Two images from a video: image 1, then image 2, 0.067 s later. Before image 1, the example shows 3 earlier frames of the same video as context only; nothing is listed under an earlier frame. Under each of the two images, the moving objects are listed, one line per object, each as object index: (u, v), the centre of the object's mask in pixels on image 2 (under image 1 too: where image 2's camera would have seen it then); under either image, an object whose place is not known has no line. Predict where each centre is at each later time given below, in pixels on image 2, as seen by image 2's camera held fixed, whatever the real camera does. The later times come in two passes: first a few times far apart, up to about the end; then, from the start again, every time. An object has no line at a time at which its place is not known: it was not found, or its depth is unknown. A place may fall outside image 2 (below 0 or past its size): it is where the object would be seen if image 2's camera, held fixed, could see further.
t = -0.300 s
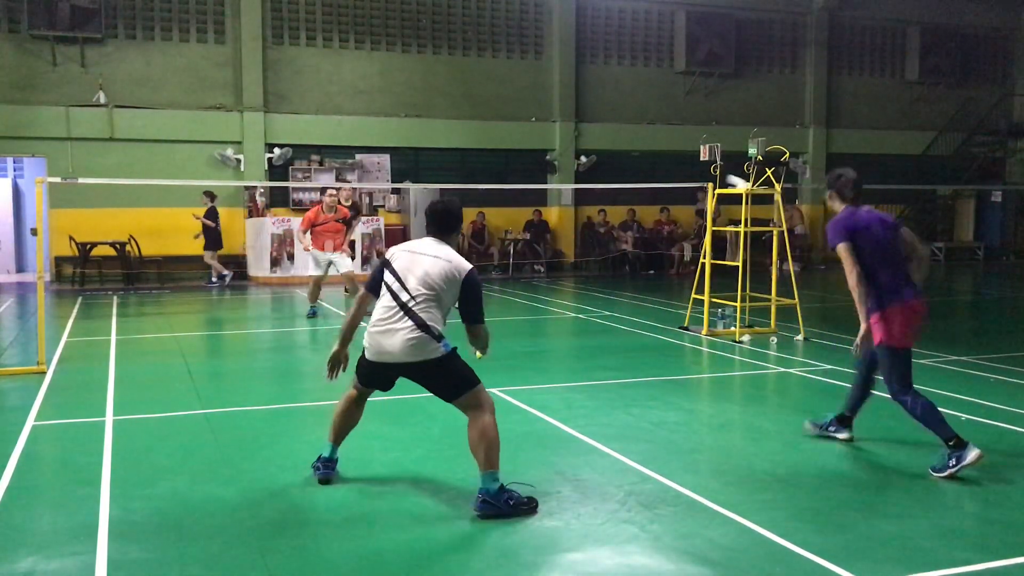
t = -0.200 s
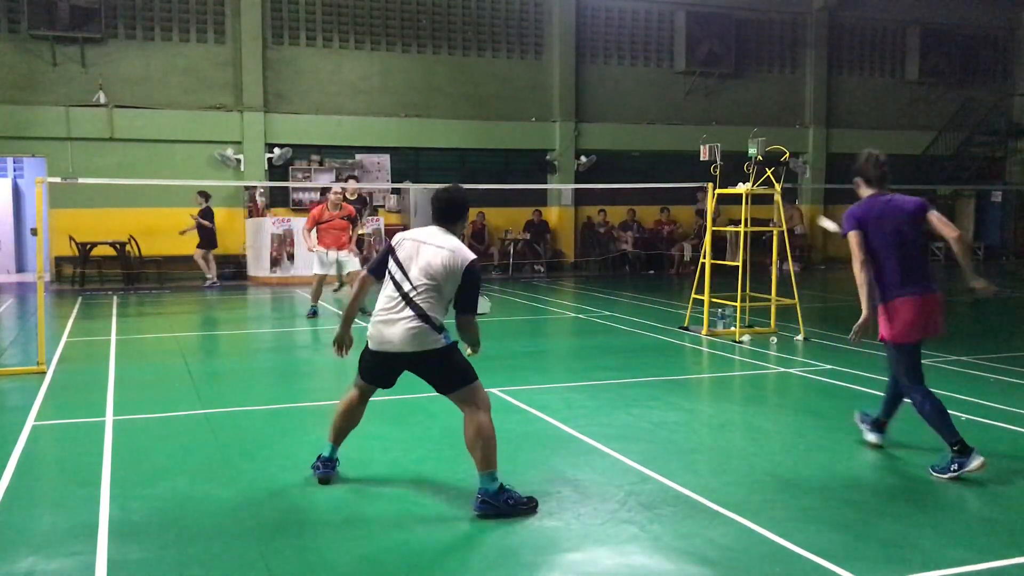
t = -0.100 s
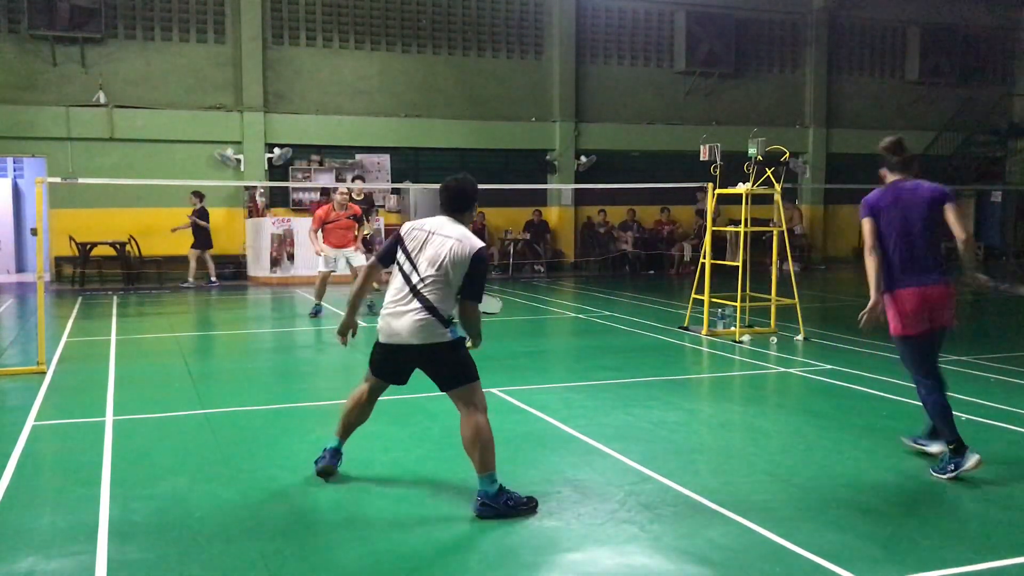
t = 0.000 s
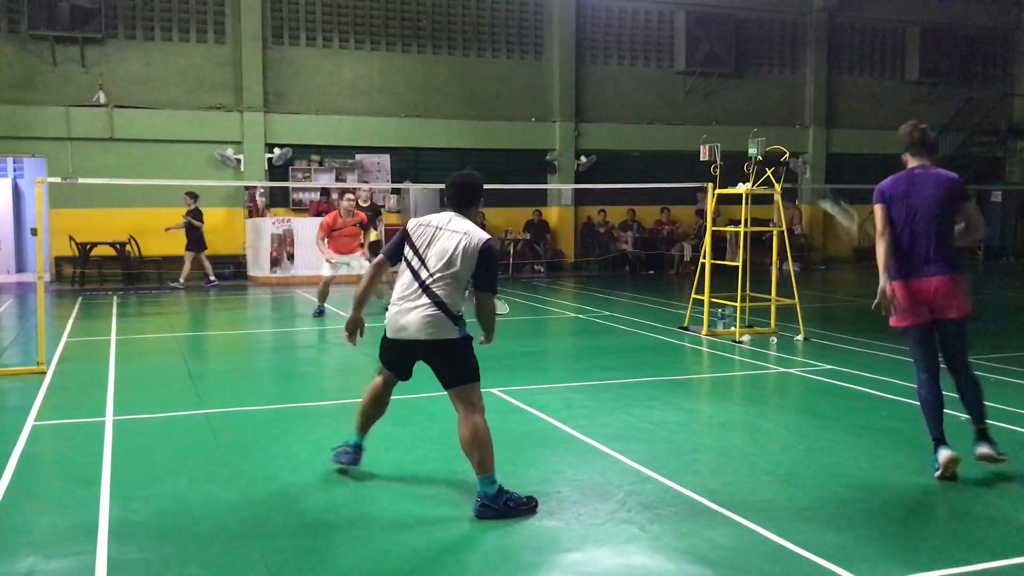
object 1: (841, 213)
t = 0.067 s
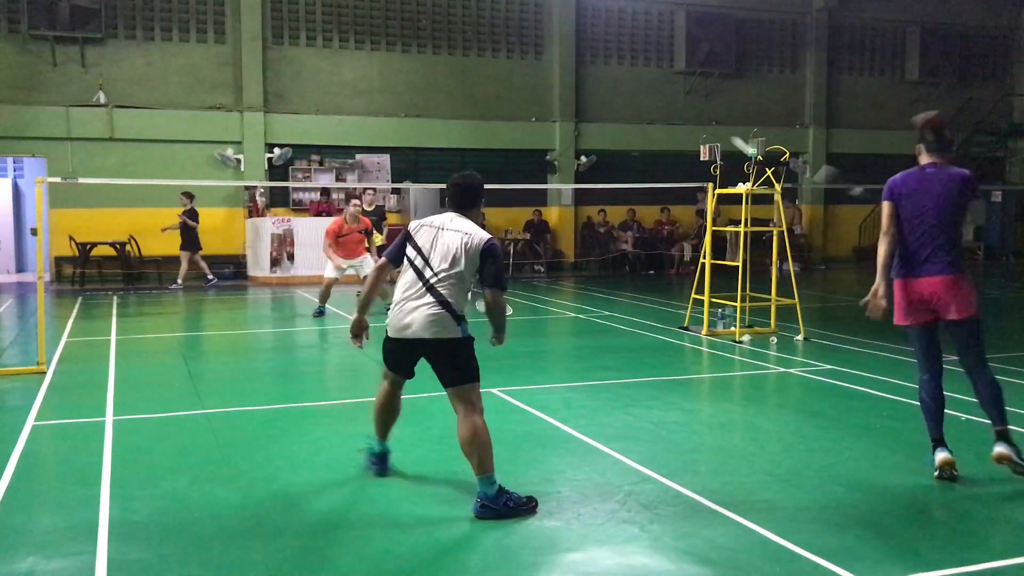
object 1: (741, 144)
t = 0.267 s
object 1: (617, 73)
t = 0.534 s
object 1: (549, 77)
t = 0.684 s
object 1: (526, 101)
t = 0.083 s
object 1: (726, 133)
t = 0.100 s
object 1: (712, 123)
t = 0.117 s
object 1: (699, 115)
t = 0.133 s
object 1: (687, 108)
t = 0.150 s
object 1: (675, 101)
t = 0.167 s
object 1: (665, 96)
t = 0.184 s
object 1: (656, 91)
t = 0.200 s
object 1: (647, 86)
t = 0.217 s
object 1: (639, 82)
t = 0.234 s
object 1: (631, 79)
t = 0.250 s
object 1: (624, 76)
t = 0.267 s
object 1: (617, 73)
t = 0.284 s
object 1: (611, 71)
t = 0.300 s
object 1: (605, 70)
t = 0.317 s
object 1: (600, 69)
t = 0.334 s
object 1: (595, 68)
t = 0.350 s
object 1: (590, 67)
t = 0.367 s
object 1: (585, 66)
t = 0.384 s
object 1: (581, 67)
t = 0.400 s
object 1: (577, 67)
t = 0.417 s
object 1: (573, 68)
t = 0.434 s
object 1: (569, 68)
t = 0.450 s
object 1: (565, 69)
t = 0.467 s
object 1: (561, 71)
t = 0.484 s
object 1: (558, 72)
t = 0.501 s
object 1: (555, 73)
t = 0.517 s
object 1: (552, 75)
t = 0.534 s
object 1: (549, 77)
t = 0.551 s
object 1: (546, 79)
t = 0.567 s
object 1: (543, 81)
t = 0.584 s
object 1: (540, 84)
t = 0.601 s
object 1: (537, 86)
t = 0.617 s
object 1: (535, 89)
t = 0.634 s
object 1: (532, 92)
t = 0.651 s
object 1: (530, 95)
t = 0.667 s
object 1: (528, 98)
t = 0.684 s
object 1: (526, 101)
